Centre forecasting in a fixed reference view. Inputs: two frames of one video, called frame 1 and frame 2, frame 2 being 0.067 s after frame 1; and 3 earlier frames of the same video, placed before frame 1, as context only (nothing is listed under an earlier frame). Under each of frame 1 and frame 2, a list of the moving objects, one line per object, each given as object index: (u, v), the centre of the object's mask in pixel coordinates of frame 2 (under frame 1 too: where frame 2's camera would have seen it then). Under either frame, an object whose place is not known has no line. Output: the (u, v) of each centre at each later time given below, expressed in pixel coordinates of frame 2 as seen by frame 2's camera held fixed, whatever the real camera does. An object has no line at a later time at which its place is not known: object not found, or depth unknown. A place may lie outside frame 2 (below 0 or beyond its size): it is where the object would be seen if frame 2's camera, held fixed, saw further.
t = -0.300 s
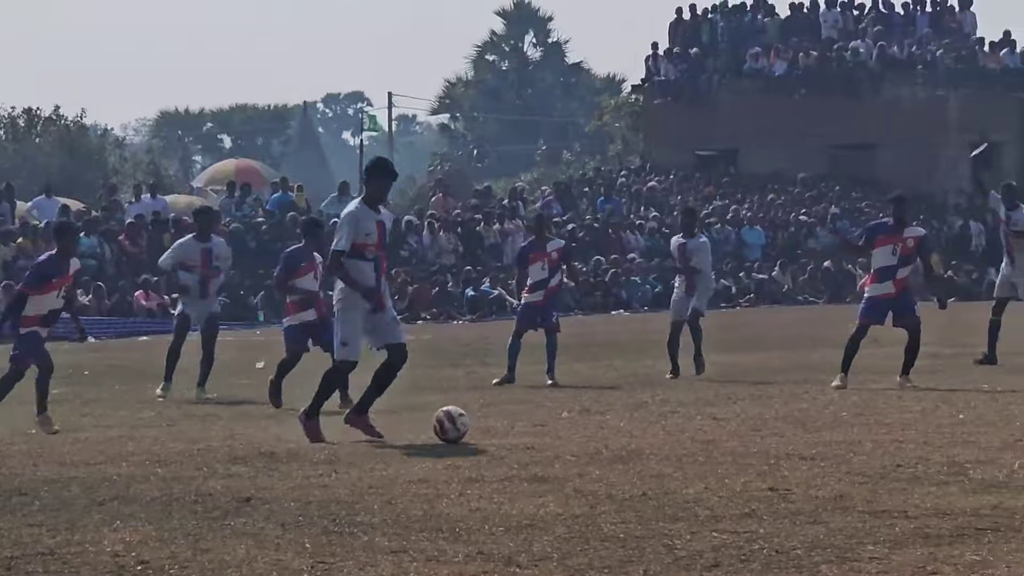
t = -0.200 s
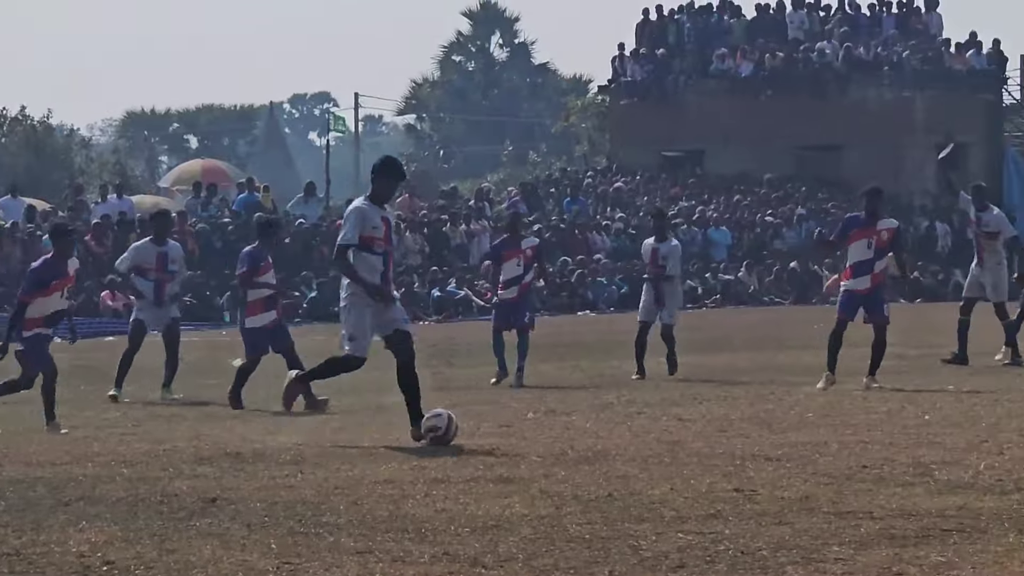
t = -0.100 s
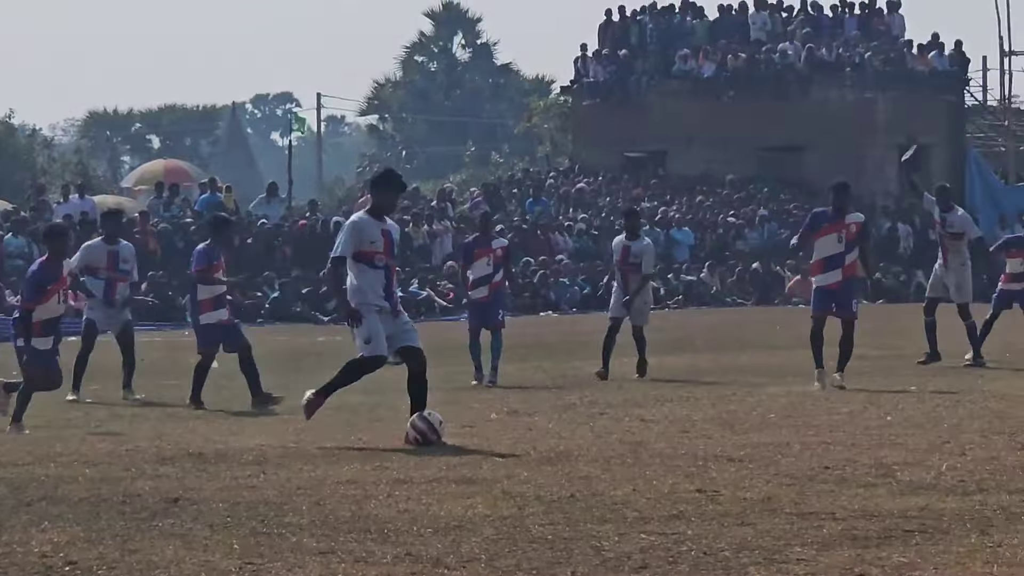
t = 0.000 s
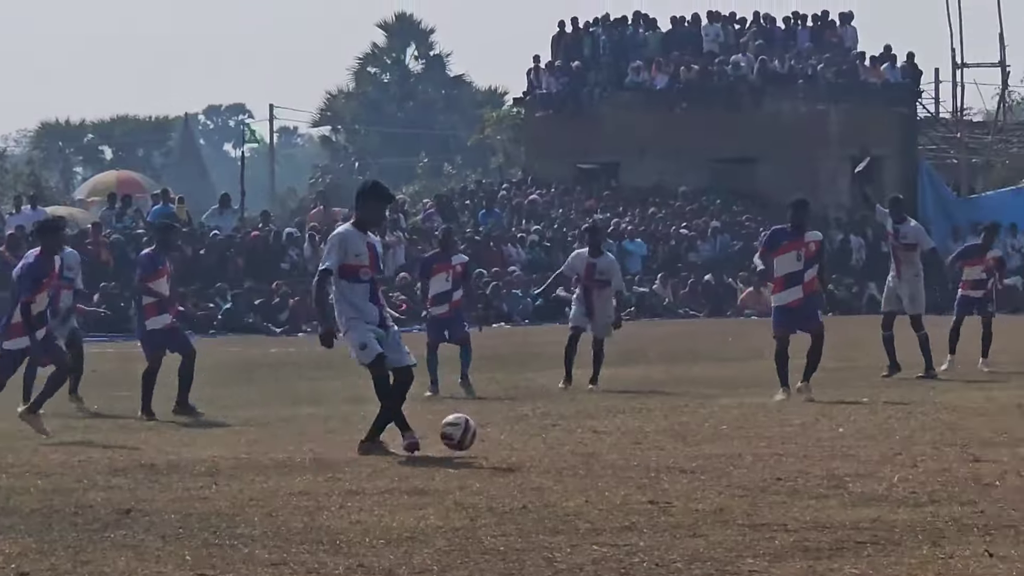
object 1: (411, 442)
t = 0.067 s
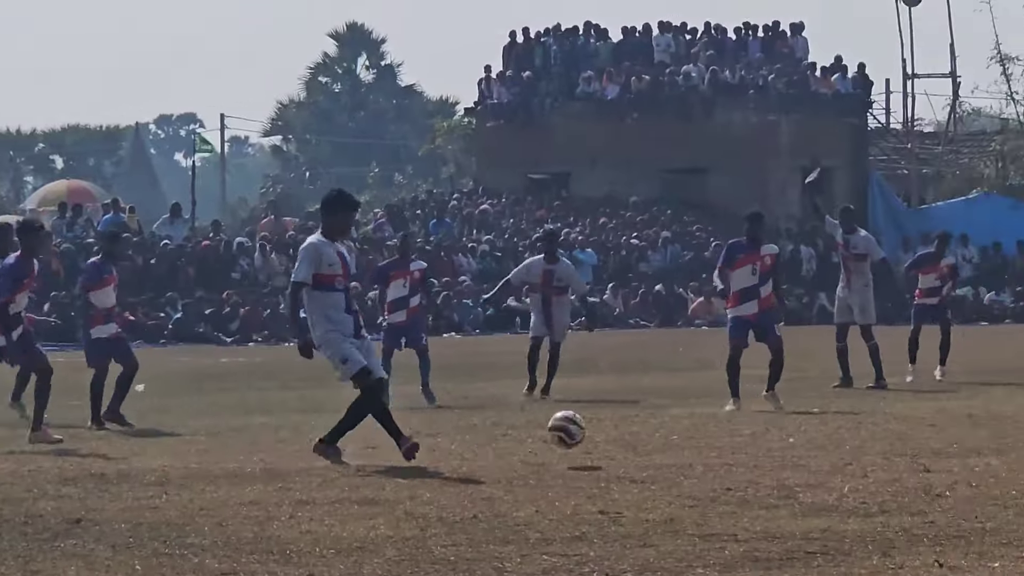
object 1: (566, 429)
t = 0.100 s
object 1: (645, 426)
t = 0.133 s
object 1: (724, 424)
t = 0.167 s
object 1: (801, 424)
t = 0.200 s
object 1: (879, 427)
